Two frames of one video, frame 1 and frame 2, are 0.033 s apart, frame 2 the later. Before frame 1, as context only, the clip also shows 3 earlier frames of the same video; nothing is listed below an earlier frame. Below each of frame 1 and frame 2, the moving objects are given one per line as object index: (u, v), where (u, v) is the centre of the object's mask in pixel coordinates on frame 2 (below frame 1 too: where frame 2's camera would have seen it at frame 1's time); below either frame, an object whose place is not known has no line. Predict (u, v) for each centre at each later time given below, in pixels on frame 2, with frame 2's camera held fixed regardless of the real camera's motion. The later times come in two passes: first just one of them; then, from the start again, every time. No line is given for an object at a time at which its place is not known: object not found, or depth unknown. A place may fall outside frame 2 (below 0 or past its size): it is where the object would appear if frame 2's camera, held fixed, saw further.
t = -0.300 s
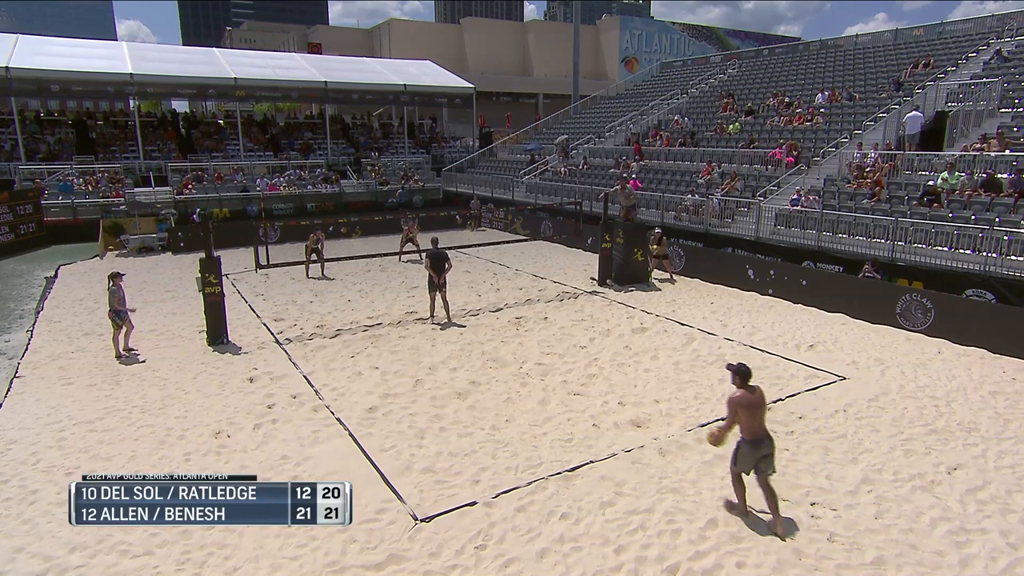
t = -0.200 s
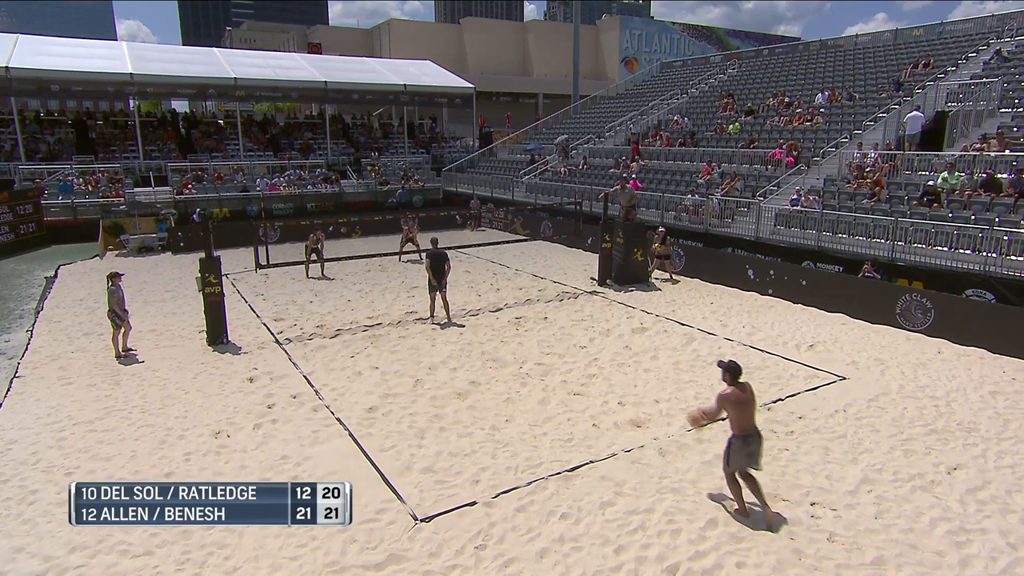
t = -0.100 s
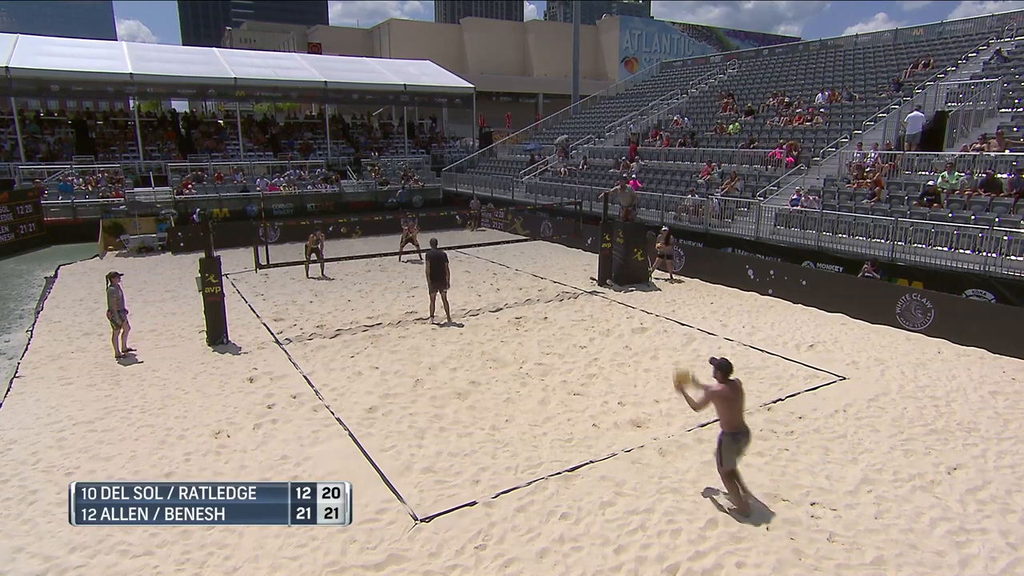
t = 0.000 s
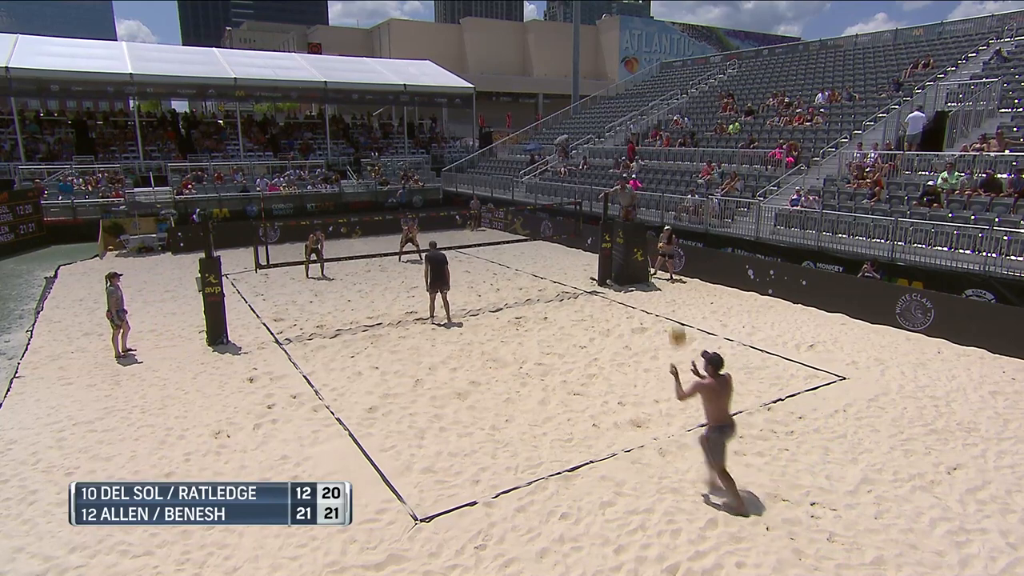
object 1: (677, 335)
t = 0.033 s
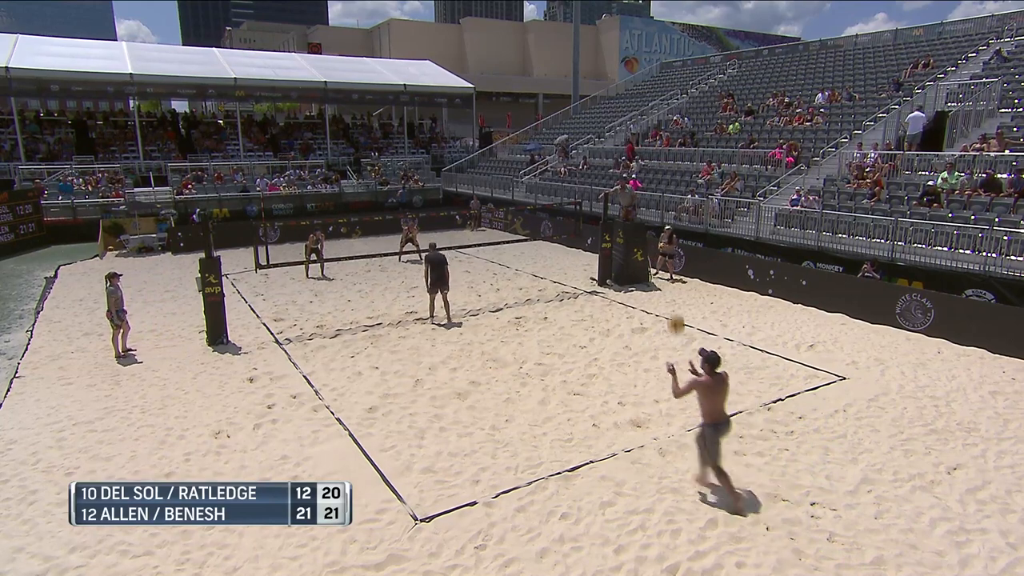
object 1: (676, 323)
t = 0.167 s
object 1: (670, 285)
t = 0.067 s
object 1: (675, 311)
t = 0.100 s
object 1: (673, 302)
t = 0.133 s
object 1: (671, 292)
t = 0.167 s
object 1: (670, 285)
